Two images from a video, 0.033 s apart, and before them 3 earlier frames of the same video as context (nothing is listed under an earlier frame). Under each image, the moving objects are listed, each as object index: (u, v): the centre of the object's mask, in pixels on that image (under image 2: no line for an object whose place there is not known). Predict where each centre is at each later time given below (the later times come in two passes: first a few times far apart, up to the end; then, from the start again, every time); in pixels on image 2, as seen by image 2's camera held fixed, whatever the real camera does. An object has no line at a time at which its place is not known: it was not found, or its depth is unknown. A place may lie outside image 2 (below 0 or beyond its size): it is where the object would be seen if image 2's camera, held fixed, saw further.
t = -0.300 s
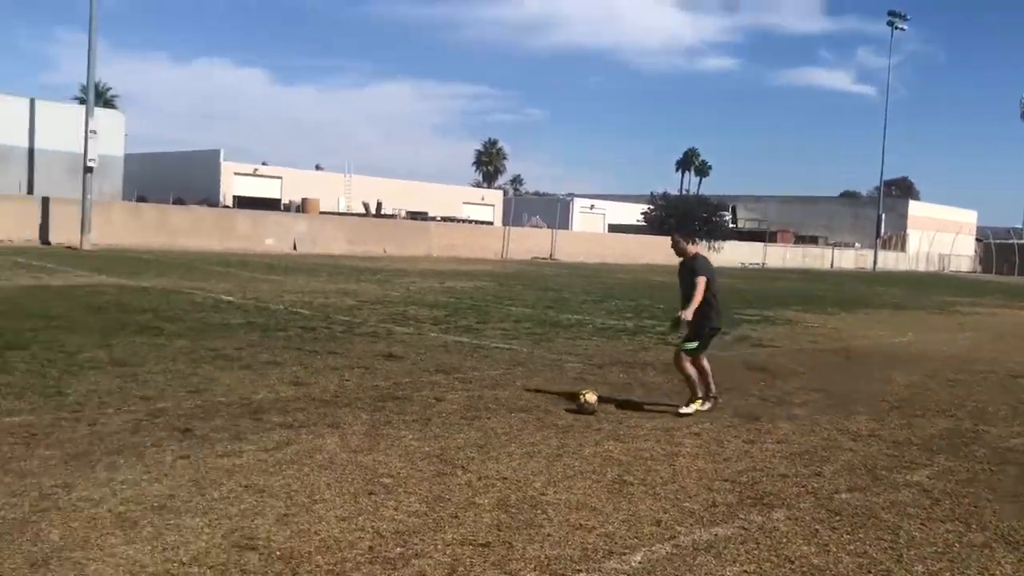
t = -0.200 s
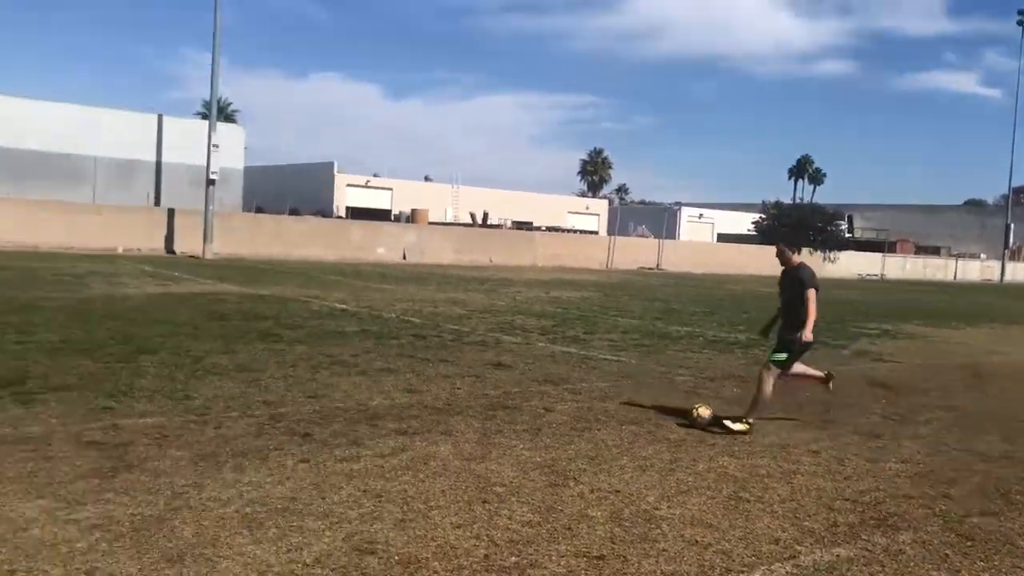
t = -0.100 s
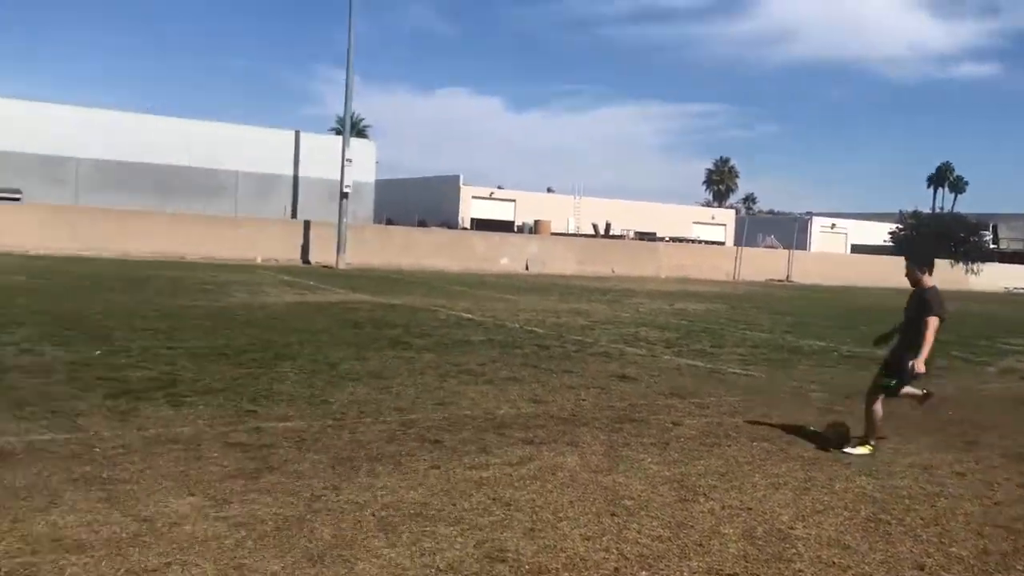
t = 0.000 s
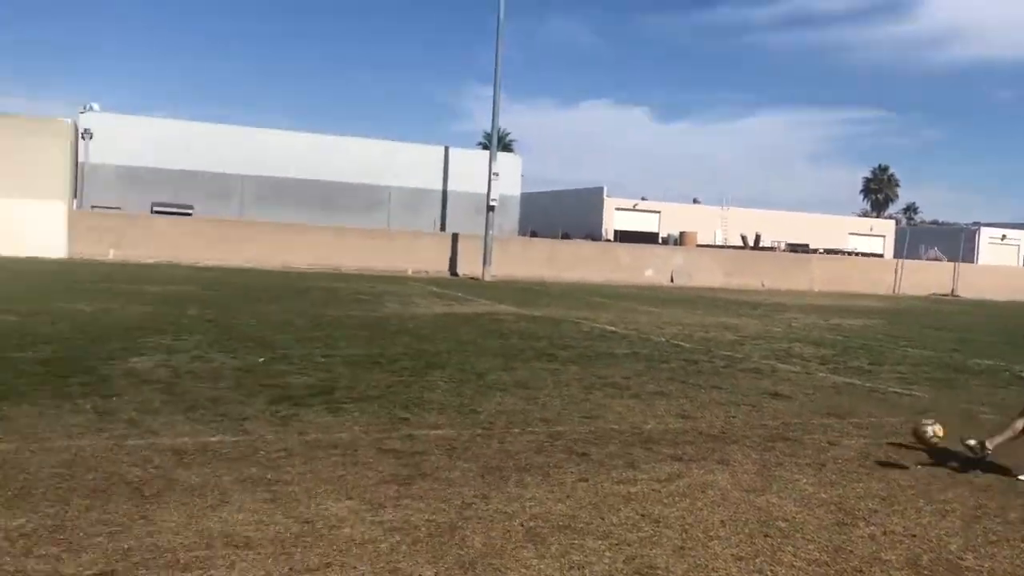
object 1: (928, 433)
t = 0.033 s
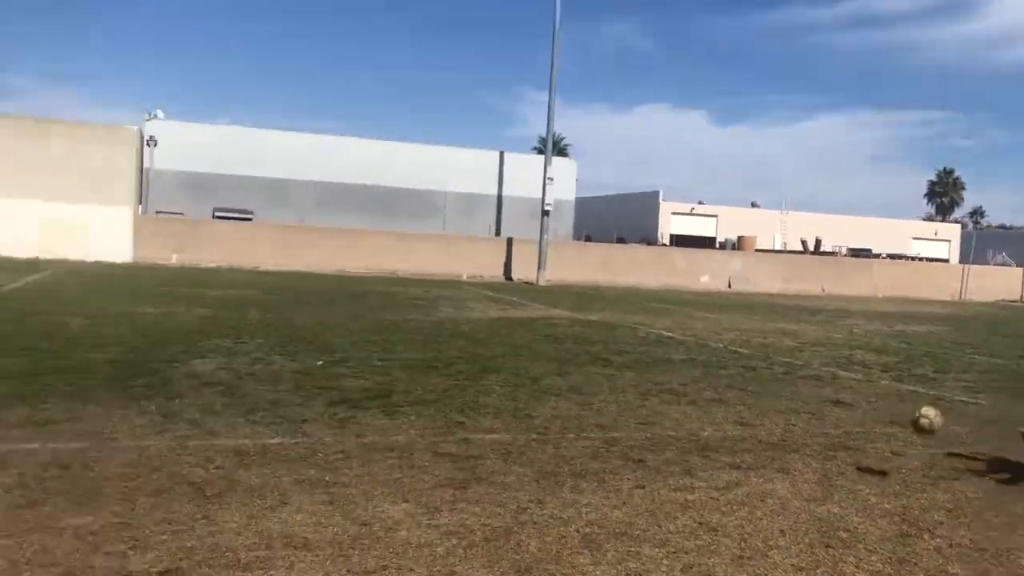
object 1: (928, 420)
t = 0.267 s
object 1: (392, 275)
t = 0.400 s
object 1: (23, 202)
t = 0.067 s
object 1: (855, 398)
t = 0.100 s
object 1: (783, 376)
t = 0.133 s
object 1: (708, 356)
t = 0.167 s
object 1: (633, 335)
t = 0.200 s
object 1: (554, 314)
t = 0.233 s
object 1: (474, 293)
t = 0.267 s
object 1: (392, 275)
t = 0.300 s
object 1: (307, 256)
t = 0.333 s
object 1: (217, 239)
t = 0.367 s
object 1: (122, 220)
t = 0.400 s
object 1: (23, 202)
